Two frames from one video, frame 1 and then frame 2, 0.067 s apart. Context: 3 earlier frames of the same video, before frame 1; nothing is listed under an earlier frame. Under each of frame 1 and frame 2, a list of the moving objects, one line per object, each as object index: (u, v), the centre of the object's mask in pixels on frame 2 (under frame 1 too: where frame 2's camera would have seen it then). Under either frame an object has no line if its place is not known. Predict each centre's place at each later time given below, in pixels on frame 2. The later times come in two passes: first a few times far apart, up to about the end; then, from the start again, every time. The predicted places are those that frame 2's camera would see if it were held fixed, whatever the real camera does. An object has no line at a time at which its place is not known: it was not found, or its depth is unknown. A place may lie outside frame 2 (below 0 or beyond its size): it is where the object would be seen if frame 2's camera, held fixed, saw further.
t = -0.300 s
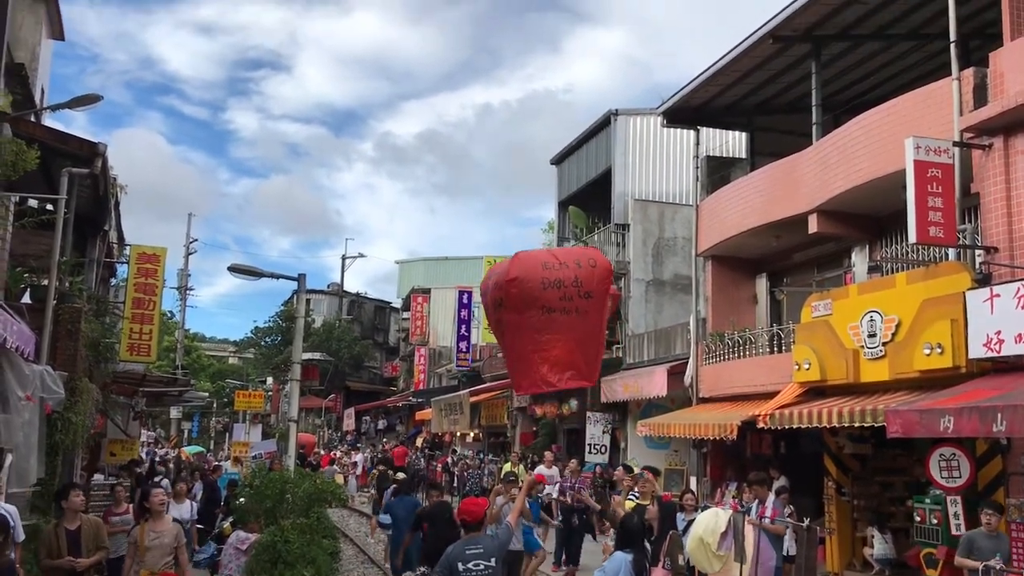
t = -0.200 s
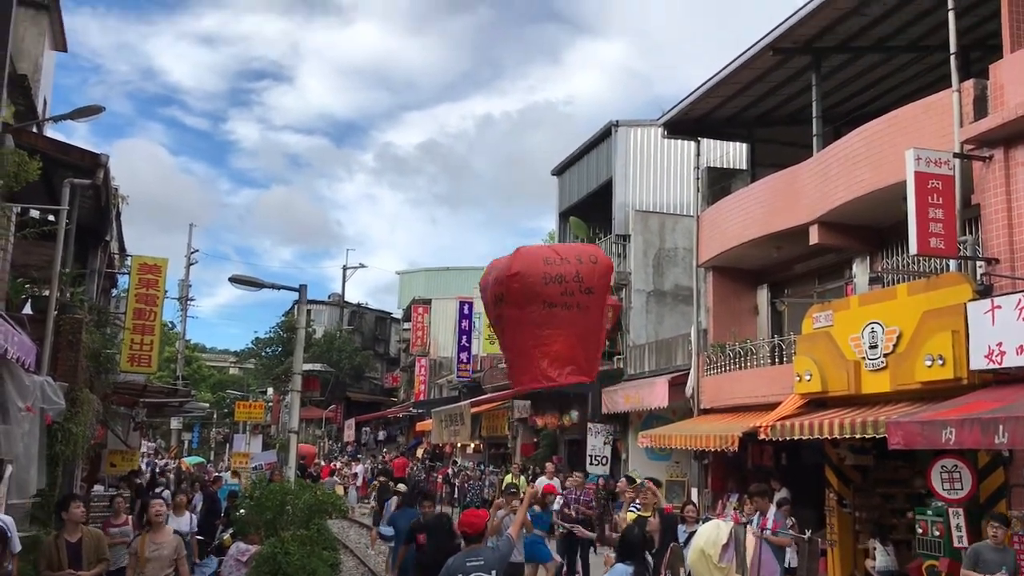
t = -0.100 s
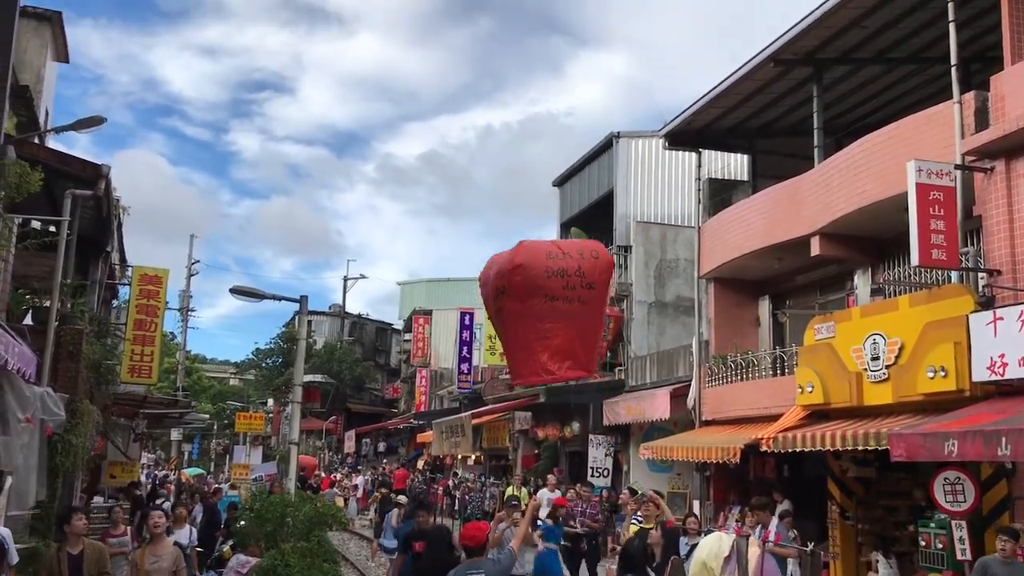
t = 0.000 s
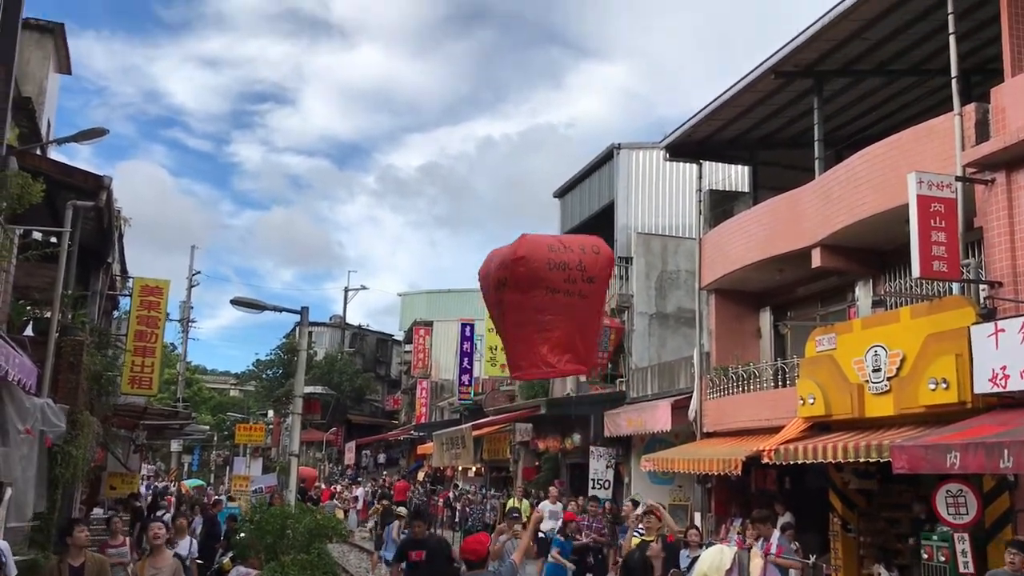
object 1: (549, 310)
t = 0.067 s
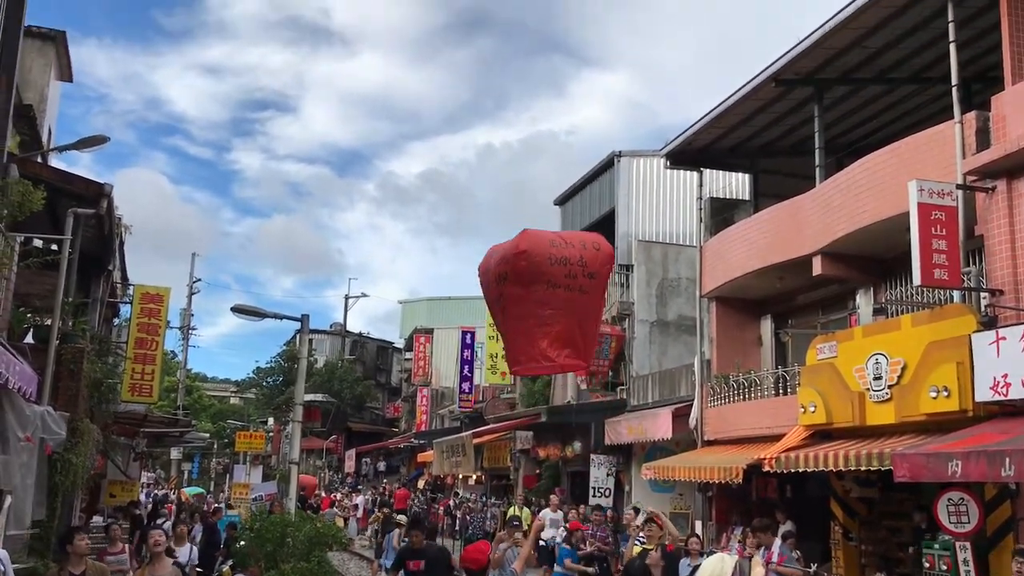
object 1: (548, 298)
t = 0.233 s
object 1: (545, 267)
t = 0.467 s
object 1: (540, 221)
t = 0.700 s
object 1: (536, 170)
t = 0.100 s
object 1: (547, 292)
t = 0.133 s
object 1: (546, 286)
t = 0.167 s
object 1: (546, 280)
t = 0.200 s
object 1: (545, 274)
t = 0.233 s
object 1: (545, 267)
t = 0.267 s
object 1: (544, 261)
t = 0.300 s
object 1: (543, 255)
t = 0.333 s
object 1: (543, 248)
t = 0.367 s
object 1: (542, 242)
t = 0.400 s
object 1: (541, 235)
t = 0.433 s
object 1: (541, 228)
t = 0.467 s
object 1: (540, 221)
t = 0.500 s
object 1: (540, 214)
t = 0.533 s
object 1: (539, 207)
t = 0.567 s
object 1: (538, 199)
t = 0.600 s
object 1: (537, 192)
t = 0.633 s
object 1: (537, 185)
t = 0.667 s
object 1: (536, 178)
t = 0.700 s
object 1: (536, 170)
